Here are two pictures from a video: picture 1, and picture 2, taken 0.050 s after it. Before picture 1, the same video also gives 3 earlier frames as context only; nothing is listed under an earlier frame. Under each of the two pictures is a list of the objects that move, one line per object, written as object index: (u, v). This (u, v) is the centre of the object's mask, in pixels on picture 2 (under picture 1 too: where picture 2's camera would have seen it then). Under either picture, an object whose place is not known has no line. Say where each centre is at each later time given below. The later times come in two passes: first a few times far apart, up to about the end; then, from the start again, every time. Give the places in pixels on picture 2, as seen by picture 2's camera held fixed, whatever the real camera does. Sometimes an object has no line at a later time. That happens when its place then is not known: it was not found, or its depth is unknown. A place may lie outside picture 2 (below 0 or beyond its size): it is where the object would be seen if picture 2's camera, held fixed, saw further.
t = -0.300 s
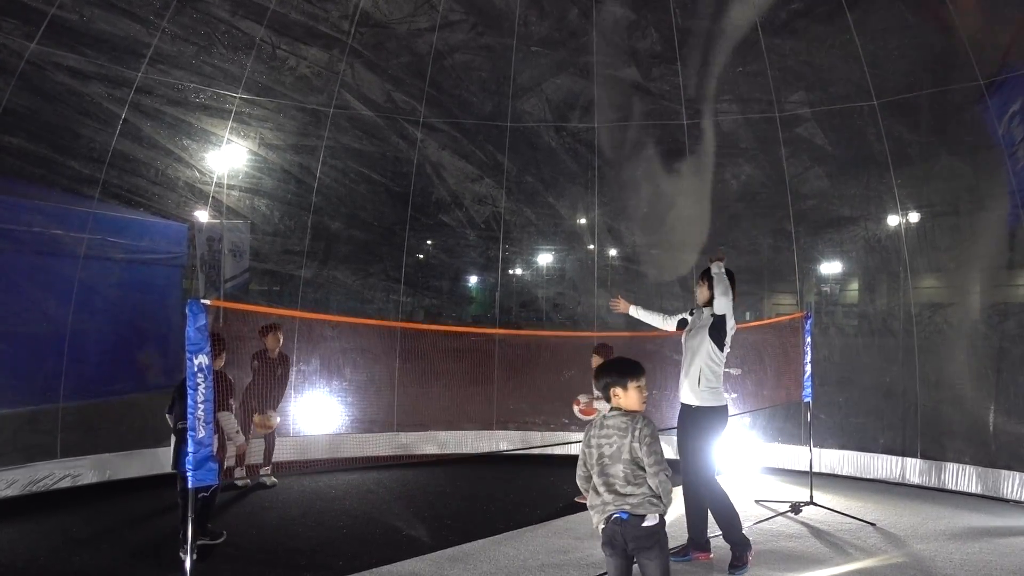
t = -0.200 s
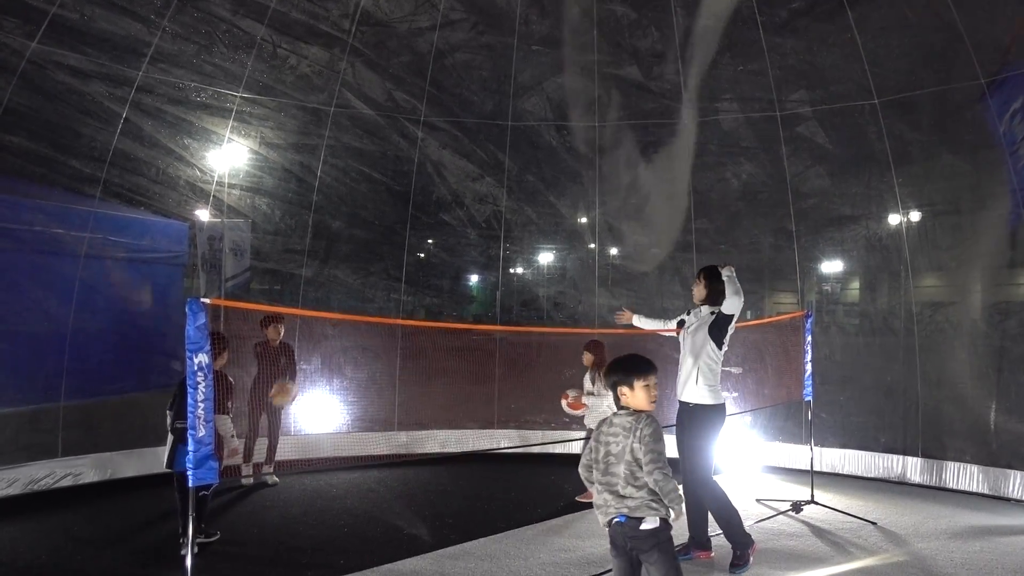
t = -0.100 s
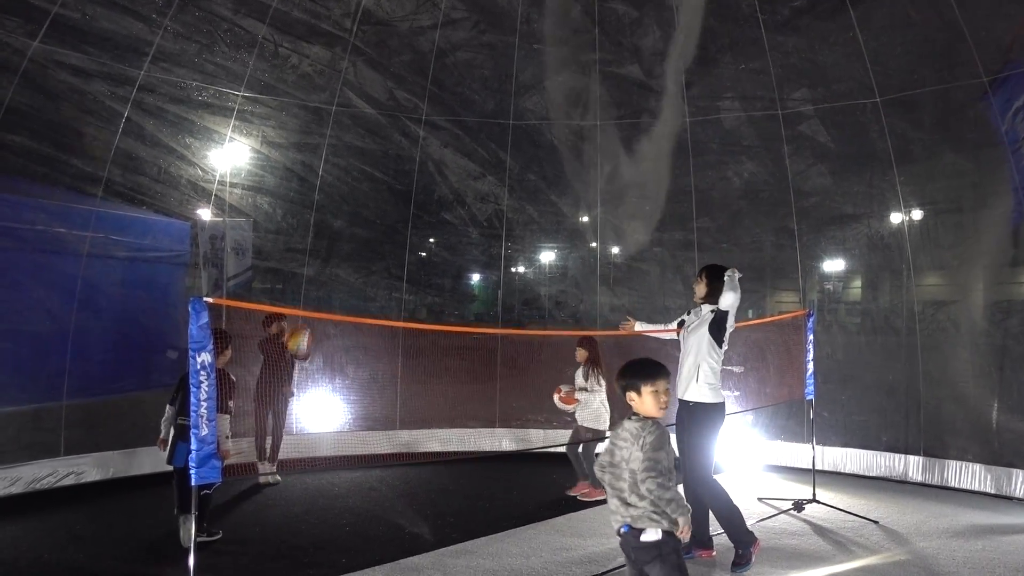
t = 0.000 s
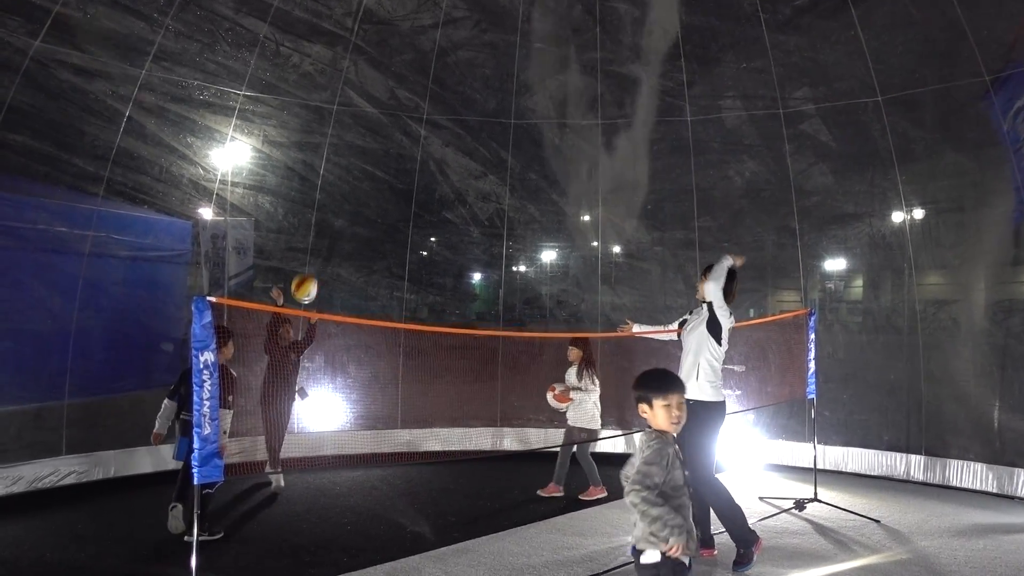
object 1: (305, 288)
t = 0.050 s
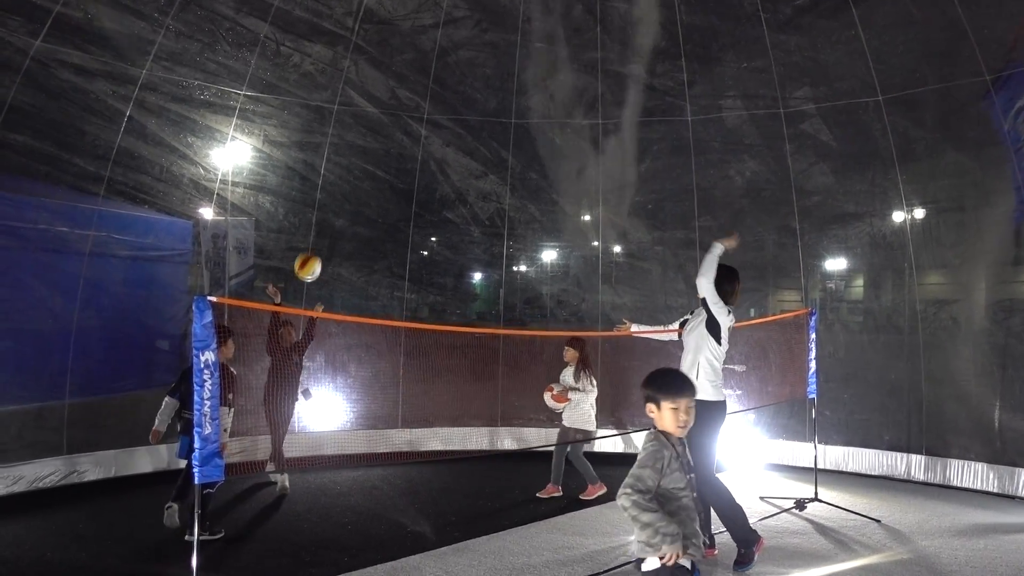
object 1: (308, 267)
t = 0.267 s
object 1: (318, 209)
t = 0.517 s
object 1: (328, 215)
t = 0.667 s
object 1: (333, 259)
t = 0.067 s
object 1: (309, 261)
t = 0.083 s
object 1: (310, 254)
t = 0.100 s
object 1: (310, 249)
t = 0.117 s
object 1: (311, 244)
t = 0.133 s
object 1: (312, 238)
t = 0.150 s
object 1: (313, 234)
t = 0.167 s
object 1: (314, 229)
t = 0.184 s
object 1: (315, 225)
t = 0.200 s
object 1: (315, 221)
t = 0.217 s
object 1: (316, 218)
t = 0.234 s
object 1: (317, 215)
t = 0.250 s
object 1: (317, 212)
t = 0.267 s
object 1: (318, 209)
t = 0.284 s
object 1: (319, 207)
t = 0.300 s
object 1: (320, 205)
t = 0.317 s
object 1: (320, 204)
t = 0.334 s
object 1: (321, 203)
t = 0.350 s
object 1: (321, 202)
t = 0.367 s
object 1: (322, 202)
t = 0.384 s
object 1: (323, 202)
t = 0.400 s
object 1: (323, 202)
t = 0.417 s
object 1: (324, 203)
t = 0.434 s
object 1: (325, 204)
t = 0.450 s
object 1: (325, 205)
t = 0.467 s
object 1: (326, 207)
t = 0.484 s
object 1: (327, 209)
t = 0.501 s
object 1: (327, 212)
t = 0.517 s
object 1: (328, 215)
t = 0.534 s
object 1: (328, 219)
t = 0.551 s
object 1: (329, 222)
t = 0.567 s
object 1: (329, 226)
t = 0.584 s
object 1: (330, 231)
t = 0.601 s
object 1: (331, 236)
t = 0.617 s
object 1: (331, 241)
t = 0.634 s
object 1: (332, 247)
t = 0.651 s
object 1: (332, 253)
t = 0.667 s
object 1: (333, 259)
